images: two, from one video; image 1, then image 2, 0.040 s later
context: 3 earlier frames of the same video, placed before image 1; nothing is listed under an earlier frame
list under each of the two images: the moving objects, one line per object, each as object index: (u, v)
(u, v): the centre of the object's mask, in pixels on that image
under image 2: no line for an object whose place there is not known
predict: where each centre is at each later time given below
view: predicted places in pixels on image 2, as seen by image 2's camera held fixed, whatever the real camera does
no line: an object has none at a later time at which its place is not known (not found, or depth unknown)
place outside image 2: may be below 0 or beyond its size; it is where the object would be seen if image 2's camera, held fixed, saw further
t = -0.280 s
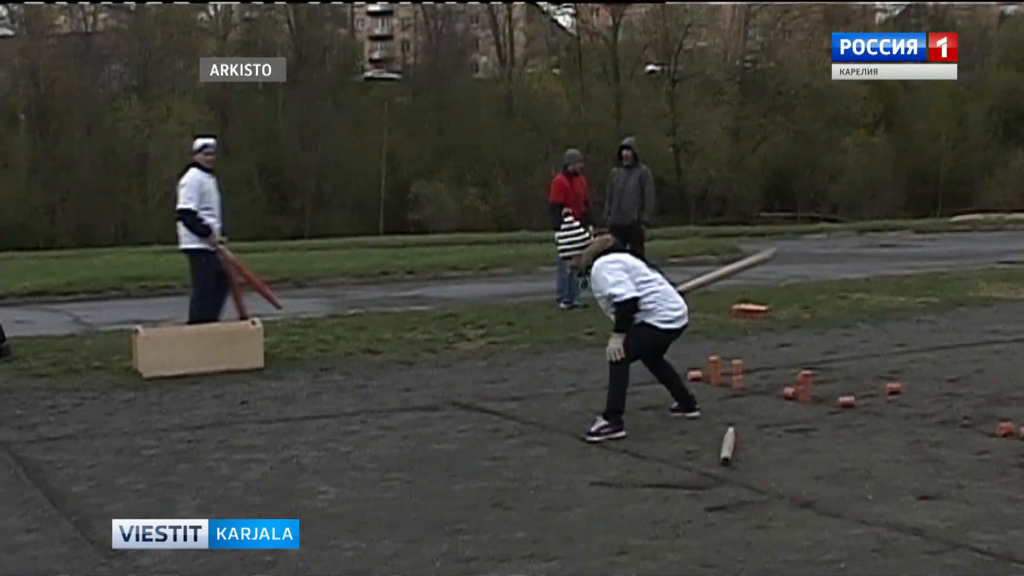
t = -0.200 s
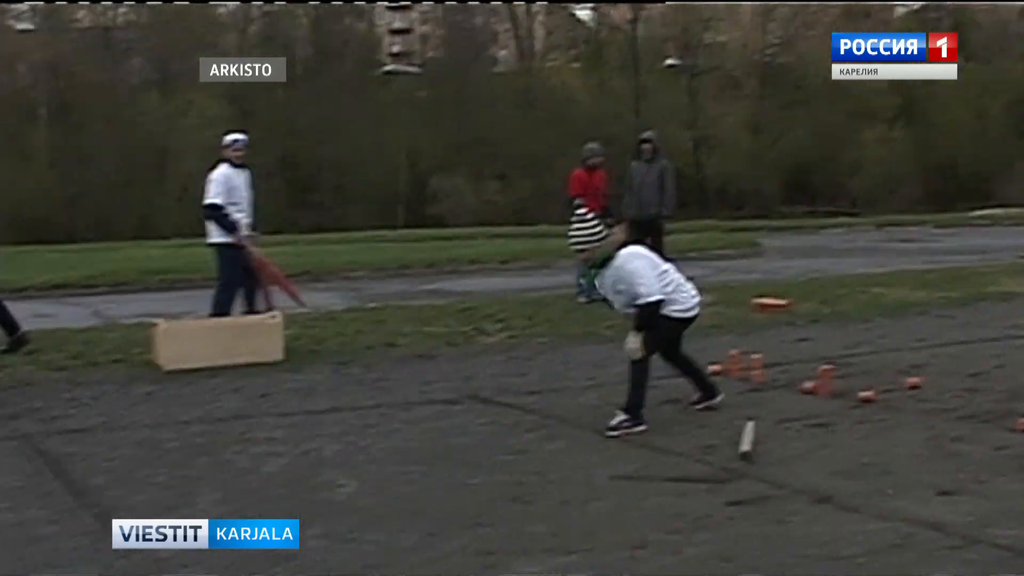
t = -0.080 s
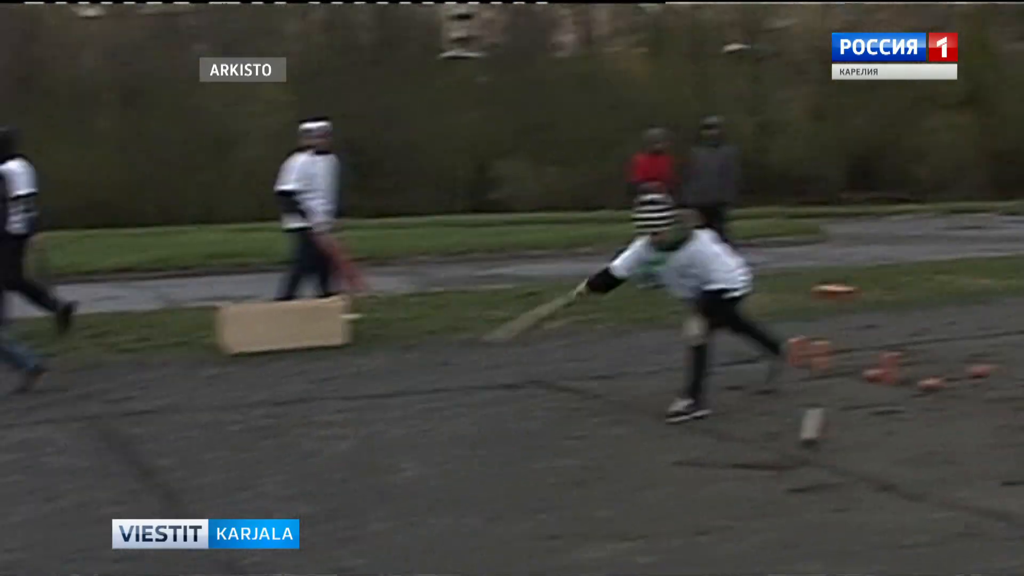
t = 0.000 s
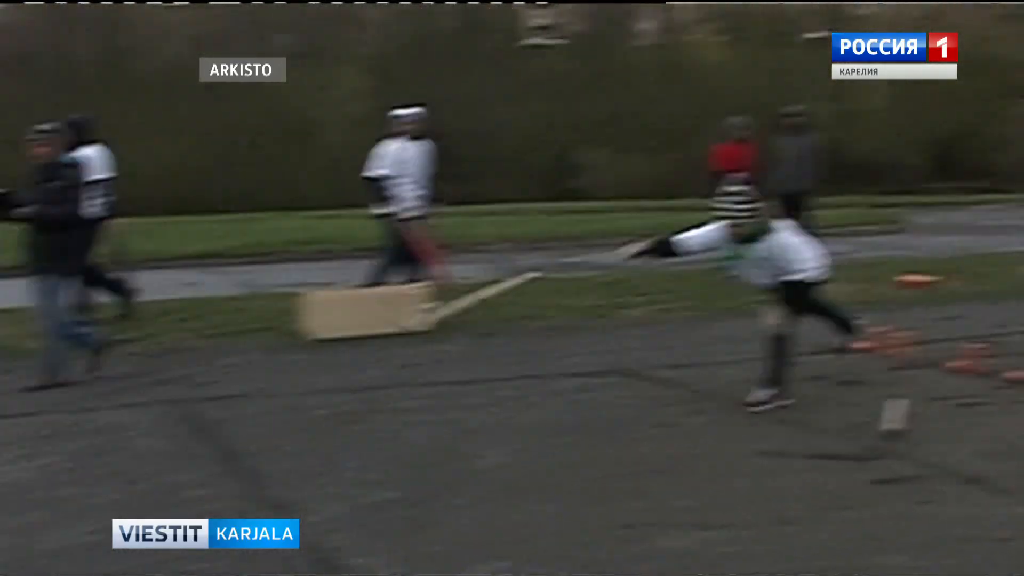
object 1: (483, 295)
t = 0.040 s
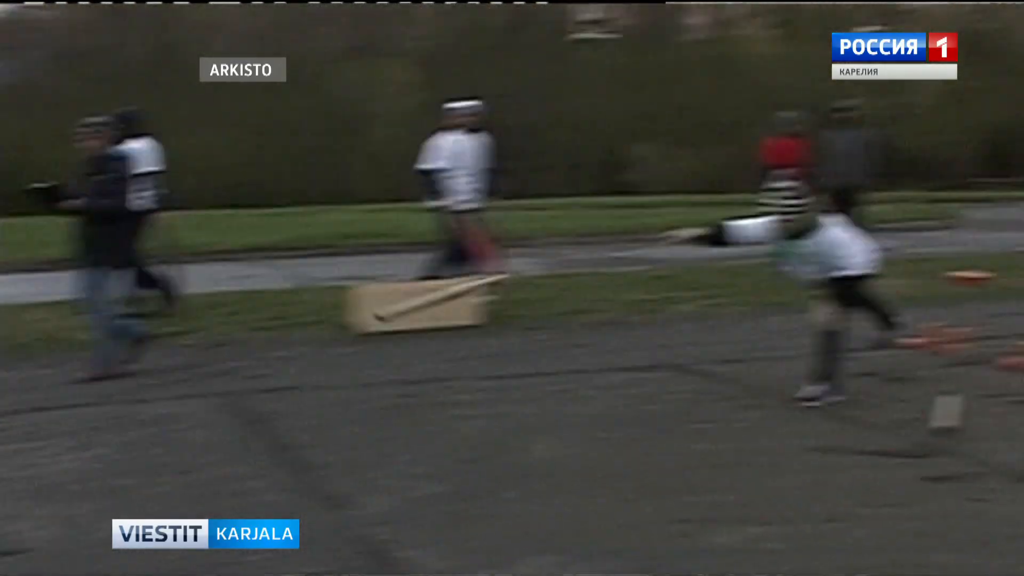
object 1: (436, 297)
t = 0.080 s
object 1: (354, 301)
